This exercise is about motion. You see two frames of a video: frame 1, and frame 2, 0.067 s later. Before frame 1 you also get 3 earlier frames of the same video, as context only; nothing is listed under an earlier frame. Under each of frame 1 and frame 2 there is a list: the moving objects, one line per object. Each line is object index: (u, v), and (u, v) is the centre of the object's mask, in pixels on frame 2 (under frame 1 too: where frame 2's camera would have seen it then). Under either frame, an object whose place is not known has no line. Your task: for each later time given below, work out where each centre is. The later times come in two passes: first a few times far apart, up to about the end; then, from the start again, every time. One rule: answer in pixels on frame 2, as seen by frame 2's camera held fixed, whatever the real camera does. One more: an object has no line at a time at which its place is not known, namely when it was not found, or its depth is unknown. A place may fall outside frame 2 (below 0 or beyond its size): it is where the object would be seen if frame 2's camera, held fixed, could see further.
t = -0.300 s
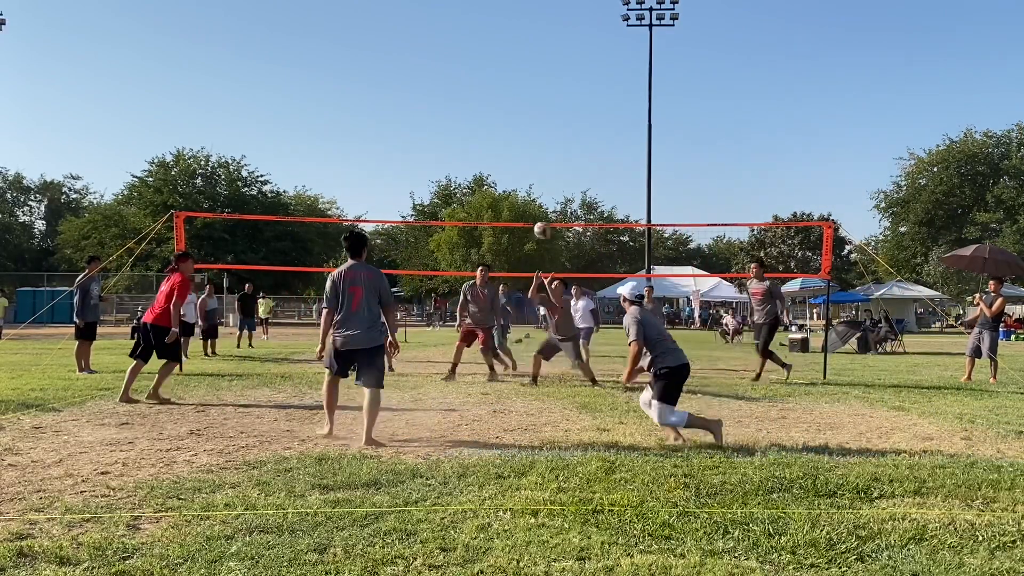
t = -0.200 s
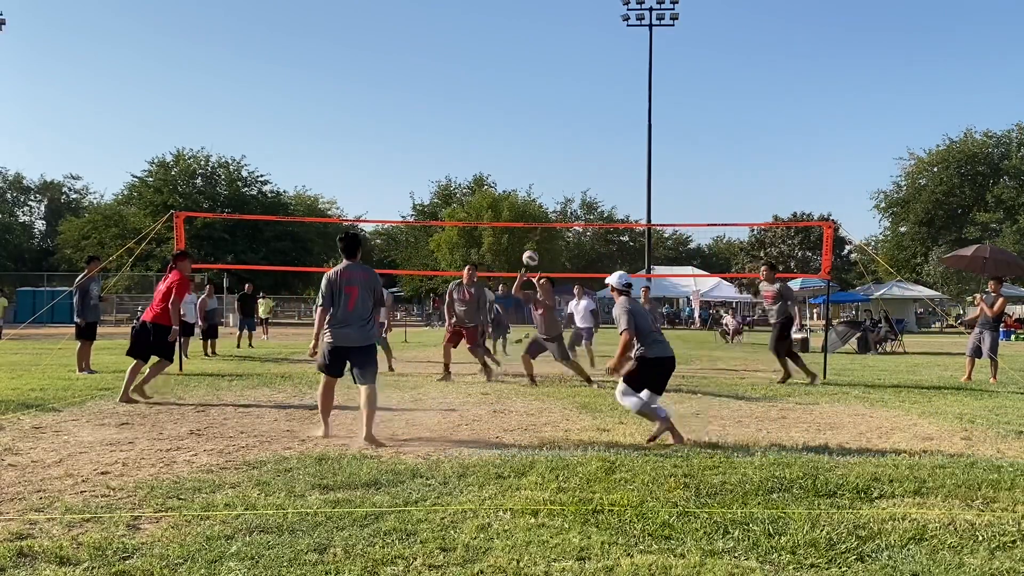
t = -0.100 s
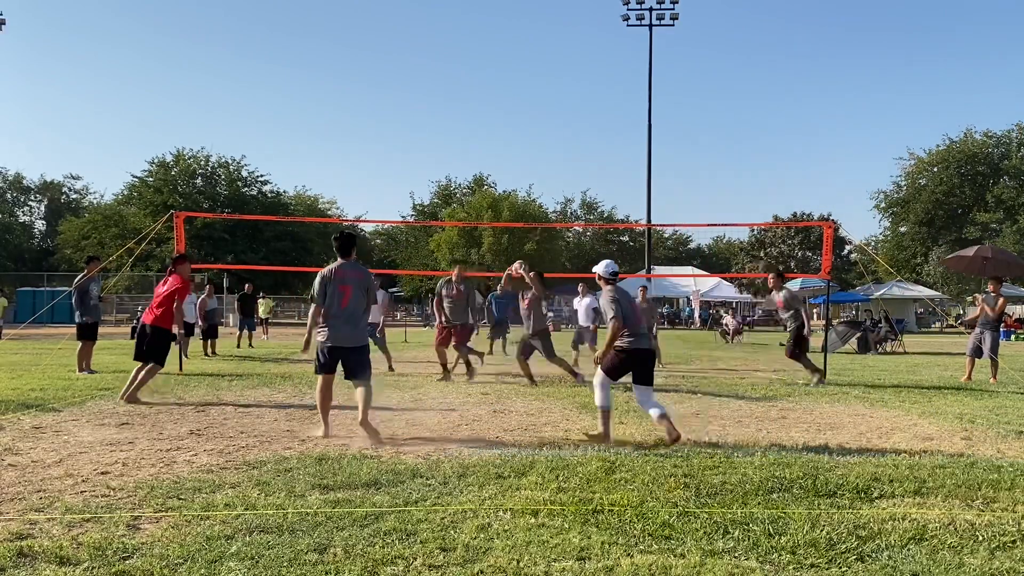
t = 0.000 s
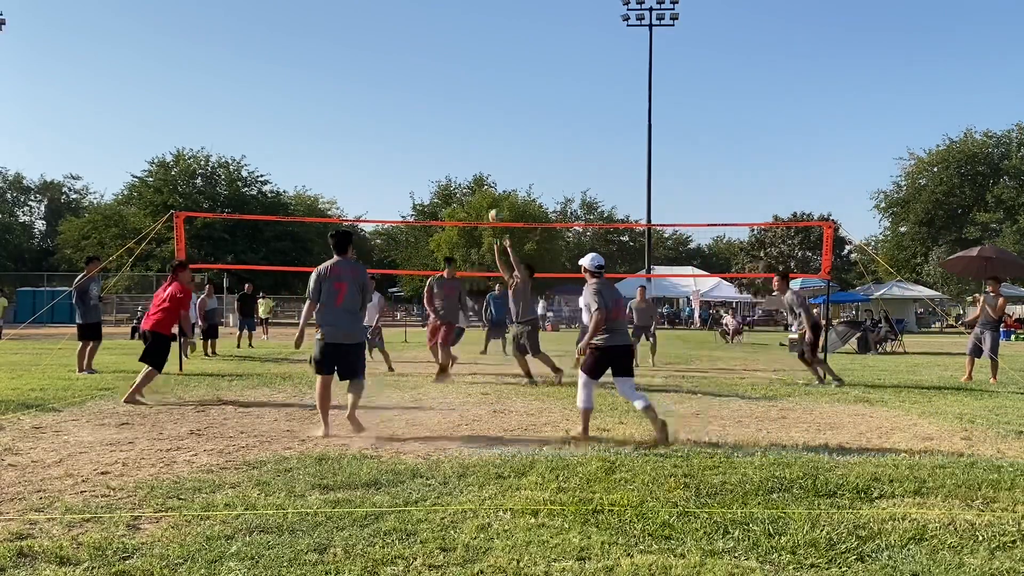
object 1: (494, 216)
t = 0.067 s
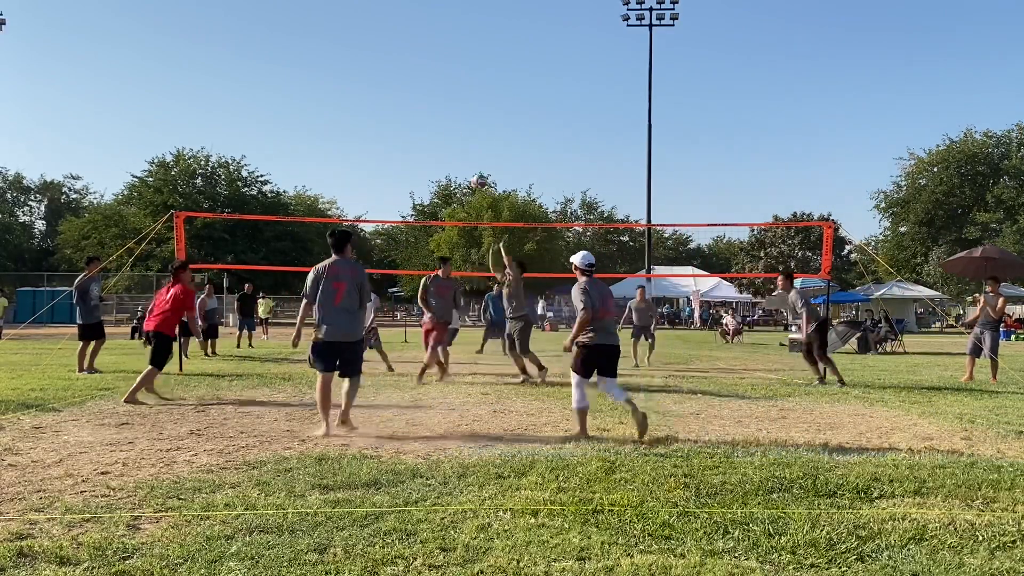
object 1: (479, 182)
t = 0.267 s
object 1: (428, 102)
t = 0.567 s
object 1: (359, 42)
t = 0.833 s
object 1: (302, 47)
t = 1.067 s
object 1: (255, 93)
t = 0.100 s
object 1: (470, 166)
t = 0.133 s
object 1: (462, 151)
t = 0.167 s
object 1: (453, 138)
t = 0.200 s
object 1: (445, 125)
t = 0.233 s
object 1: (436, 113)
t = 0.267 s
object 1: (428, 102)
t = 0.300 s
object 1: (420, 92)
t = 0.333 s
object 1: (412, 83)
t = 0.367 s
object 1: (404, 74)
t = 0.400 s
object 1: (397, 67)
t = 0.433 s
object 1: (389, 60)
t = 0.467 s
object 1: (381, 54)
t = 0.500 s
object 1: (374, 50)
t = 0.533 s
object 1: (367, 46)
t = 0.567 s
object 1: (359, 42)
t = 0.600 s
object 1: (352, 40)
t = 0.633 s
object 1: (345, 39)
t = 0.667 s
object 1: (337, 38)
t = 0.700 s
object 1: (330, 38)
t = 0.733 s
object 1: (323, 40)
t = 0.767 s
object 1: (316, 41)
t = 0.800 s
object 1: (309, 44)
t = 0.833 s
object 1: (302, 47)
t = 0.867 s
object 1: (295, 51)
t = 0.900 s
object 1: (288, 57)
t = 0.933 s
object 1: (281, 62)
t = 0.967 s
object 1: (275, 68)
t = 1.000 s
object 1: (268, 76)
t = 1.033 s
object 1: (261, 84)
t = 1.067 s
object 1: (255, 93)
